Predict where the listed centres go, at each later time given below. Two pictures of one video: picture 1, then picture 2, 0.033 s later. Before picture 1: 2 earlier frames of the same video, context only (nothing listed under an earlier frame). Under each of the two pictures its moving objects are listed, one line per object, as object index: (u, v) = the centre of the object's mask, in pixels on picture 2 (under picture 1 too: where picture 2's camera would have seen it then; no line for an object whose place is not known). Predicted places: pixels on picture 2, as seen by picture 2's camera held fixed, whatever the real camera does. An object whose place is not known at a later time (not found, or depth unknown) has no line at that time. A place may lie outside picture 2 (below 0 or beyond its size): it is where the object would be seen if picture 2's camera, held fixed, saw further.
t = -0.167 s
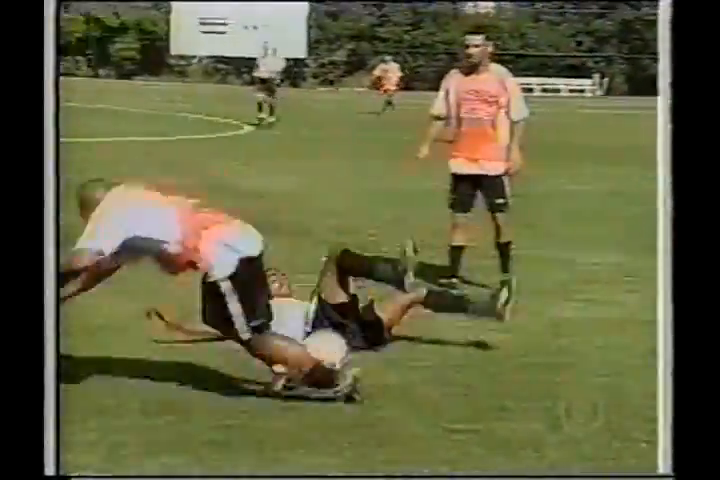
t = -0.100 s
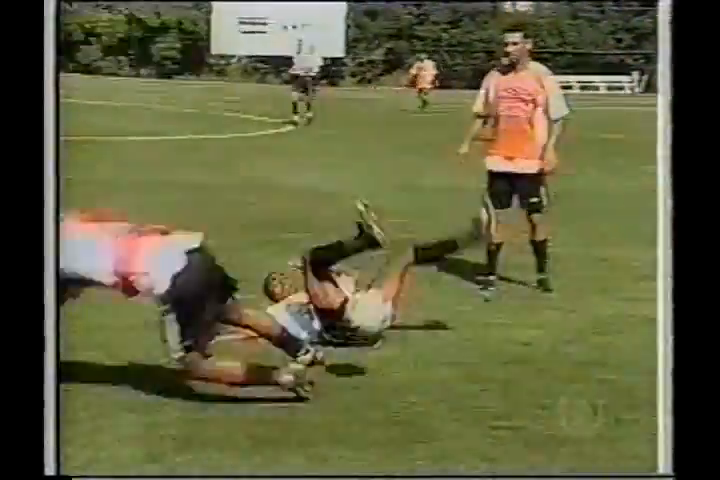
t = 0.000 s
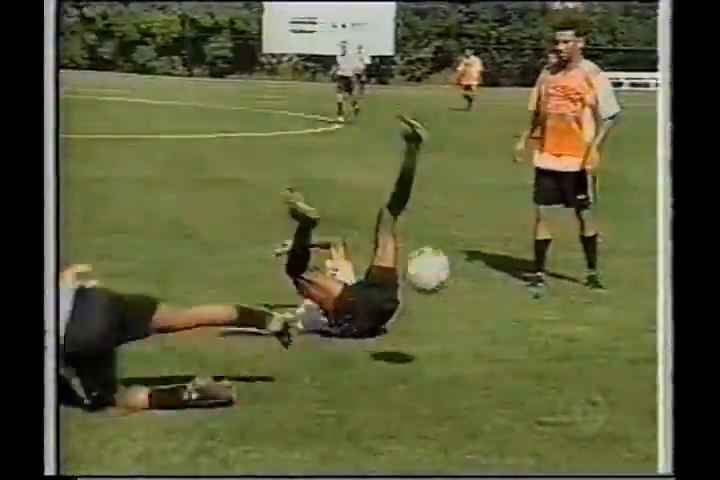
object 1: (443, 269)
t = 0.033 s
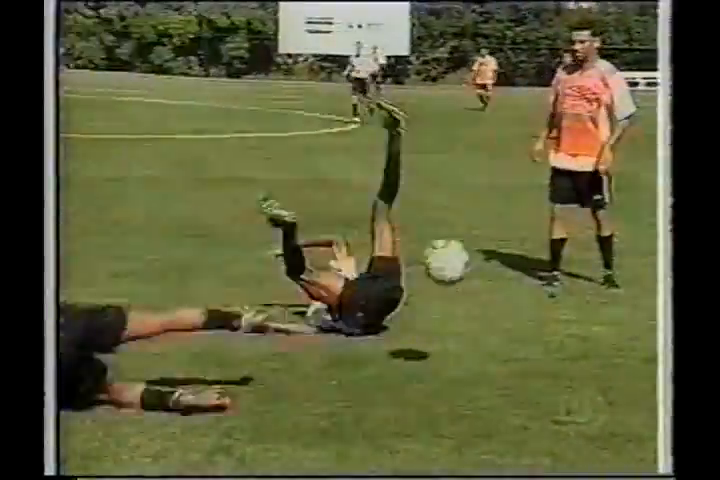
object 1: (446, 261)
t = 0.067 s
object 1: (450, 255)
